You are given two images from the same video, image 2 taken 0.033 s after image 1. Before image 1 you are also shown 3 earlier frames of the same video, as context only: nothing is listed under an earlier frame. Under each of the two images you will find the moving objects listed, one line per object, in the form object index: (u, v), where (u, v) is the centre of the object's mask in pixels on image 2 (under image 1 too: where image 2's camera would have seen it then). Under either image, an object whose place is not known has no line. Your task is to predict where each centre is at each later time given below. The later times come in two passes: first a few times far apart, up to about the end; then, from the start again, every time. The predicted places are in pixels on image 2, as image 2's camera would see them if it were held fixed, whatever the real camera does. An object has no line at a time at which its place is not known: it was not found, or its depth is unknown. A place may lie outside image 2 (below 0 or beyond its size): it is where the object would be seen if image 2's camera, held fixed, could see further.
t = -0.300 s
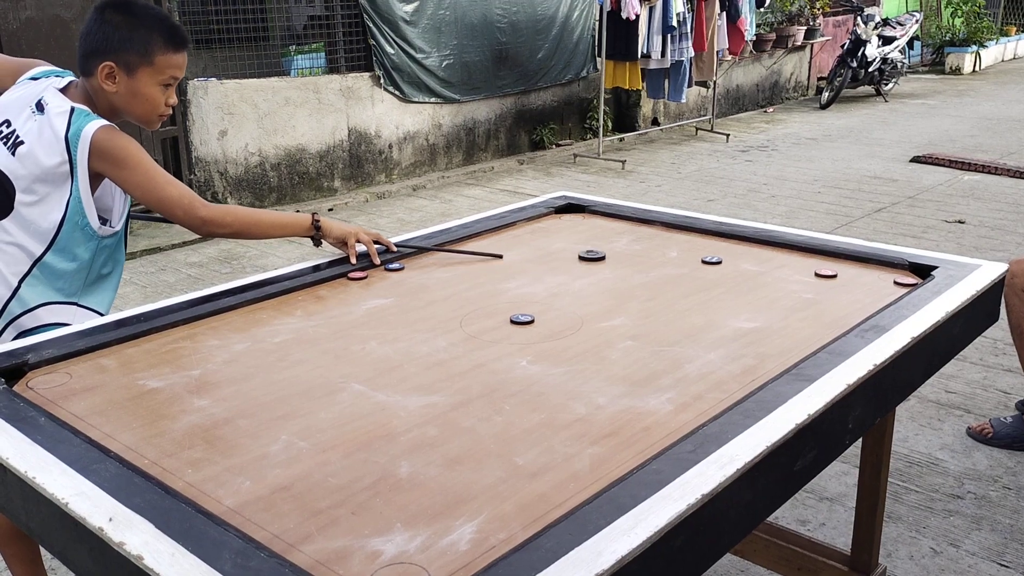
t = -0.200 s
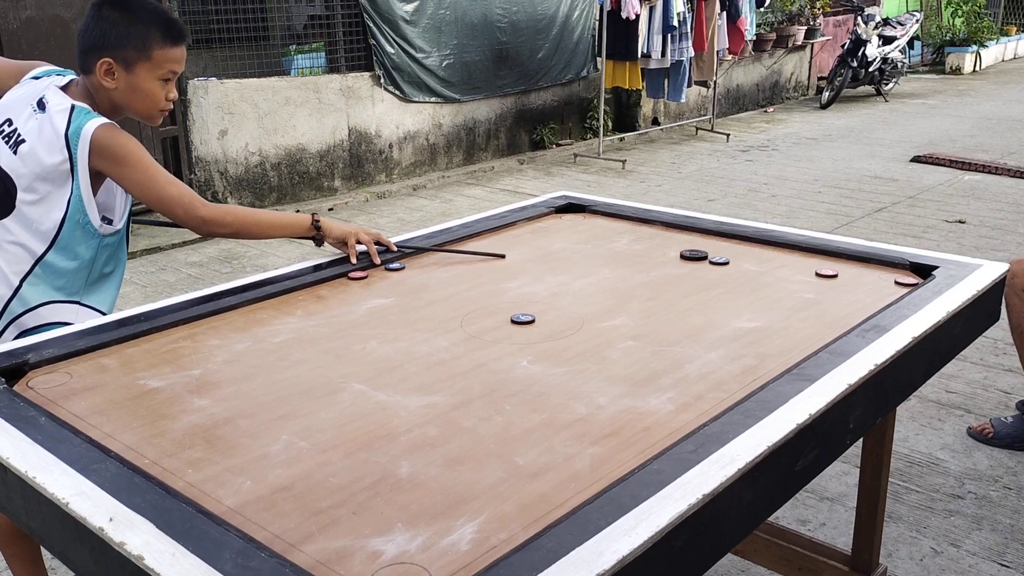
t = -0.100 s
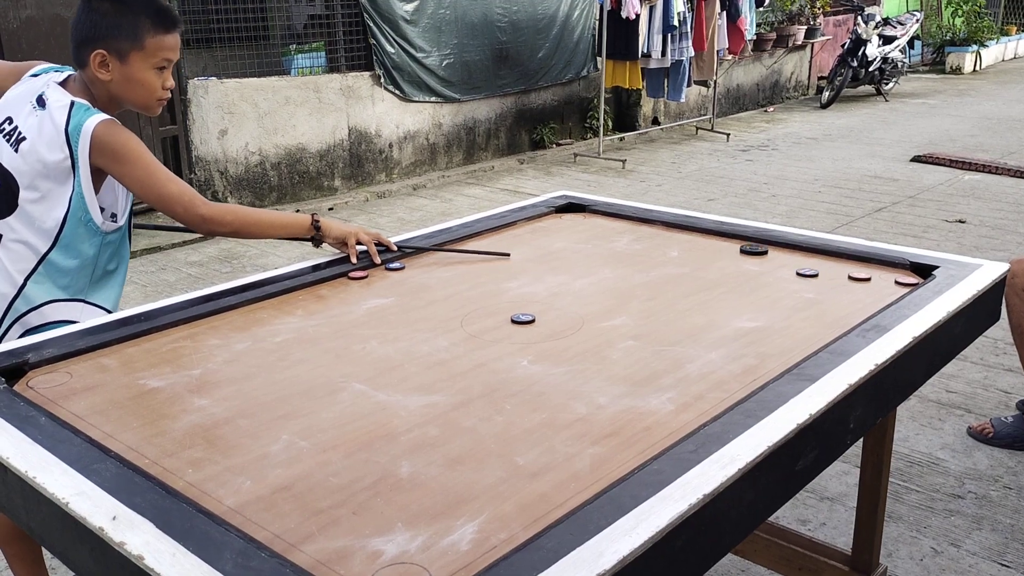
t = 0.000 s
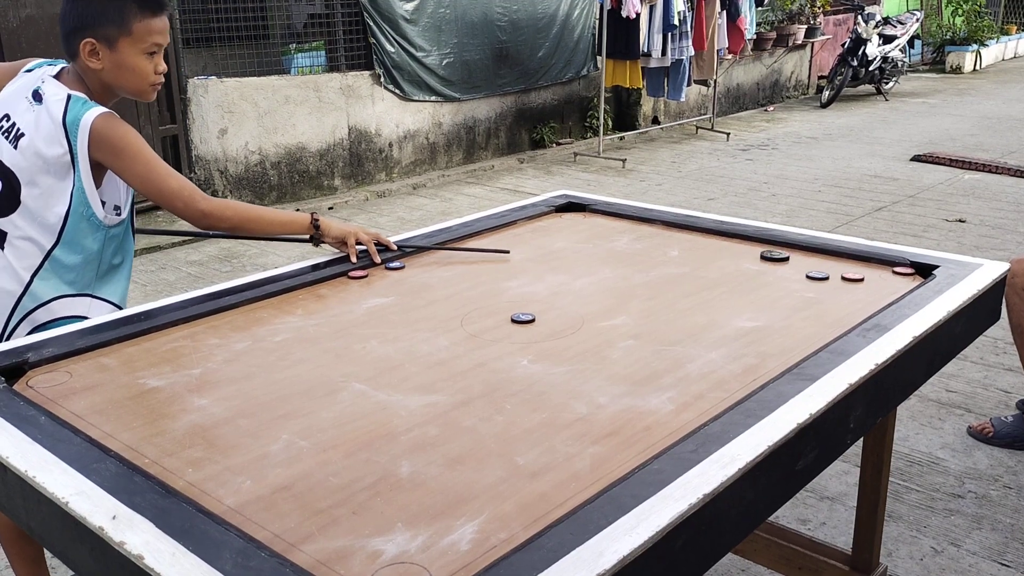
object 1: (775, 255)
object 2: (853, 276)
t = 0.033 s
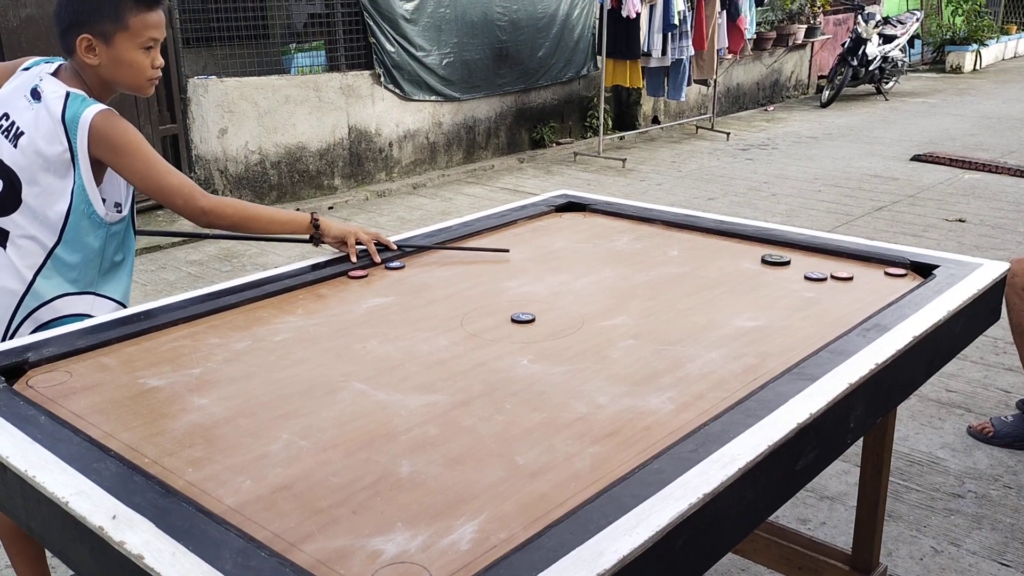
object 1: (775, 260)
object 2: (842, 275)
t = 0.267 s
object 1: (774, 281)
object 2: (835, 268)
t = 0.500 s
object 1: (769, 291)
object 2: (828, 261)
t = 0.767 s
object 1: (767, 293)
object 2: (824, 256)
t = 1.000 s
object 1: (767, 293)
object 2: (824, 256)
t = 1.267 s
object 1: (767, 294)
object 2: (823, 256)
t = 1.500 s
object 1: (767, 294)
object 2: (823, 256)
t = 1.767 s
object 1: (767, 293)
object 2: (824, 256)
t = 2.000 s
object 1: (767, 293)
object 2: (823, 256)
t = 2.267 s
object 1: (766, 293)
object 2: (823, 256)
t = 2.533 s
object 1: (767, 293)
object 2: (823, 256)
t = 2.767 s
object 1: (766, 294)
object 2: (823, 256)
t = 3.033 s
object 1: (767, 294)
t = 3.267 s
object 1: (767, 293)
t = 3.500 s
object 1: (767, 293)
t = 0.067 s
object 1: (776, 264)
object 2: (841, 274)
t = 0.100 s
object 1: (777, 268)
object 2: (840, 273)
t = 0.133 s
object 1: (777, 271)
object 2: (839, 271)
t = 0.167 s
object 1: (777, 274)
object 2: (838, 271)
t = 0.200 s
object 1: (776, 276)
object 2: (837, 269)
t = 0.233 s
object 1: (775, 278)
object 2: (836, 269)
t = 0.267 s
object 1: (774, 281)
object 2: (835, 268)
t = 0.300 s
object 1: (774, 282)
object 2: (833, 267)
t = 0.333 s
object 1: (773, 284)
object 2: (833, 265)
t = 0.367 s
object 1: (772, 286)
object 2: (832, 265)
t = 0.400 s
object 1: (771, 287)
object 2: (831, 264)
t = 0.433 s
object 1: (770, 288)
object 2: (830, 263)
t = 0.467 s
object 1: (770, 290)
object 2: (829, 262)
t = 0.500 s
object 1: (769, 291)
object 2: (828, 261)
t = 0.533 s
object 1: (769, 291)
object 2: (827, 261)
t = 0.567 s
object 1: (768, 292)
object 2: (827, 260)
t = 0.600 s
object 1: (768, 293)
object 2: (826, 259)
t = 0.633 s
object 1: (767, 293)
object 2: (826, 258)
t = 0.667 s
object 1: (767, 293)
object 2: (825, 258)
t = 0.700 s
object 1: (767, 293)
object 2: (825, 257)
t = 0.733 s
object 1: (767, 293)
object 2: (824, 257)
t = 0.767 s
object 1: (767, 293)
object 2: (824, 256)
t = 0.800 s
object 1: (767, 294)
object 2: (824, 256)
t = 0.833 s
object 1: (767, 293)
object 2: (824, 256)
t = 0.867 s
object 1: (767, 293)
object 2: (824, 256)
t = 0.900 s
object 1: (767, 293)
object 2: (823, 256)
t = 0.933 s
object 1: (767, 294)
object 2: (824, 256)
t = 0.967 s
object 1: (767, 294)
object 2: (824, 256)
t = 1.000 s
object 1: (767, 293)
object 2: (824, 256)
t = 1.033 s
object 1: (767, 294)
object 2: (824, 256)
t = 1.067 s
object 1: (767, 294)
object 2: (823, 256)
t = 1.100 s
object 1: (767, 293)
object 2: (823, 256)
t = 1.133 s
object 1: (767, 293)
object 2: (823, 256)
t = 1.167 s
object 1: (767, 294)
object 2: (823, 256)
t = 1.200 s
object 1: (767, 294)
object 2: (824, 256)
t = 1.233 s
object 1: (767, 294)
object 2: (823, 256)
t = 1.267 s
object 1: (767, 294)
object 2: (823, 256)
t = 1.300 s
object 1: (767, 294)
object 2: (823, 256)
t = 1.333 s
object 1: (767, 294)
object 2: (823, 256)
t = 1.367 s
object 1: (767, 293)
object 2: (824, 256)
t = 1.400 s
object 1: (767, 293)
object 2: (823, 256)
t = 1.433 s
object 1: (767, 293)
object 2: (823, 256)
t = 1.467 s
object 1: (767, 293)
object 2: (823, 256)
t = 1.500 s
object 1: (767, 294)
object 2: (823, 256)
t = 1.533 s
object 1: (767, 293)
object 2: (823, 256)
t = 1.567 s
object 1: (767, 293)
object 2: (824, 256)
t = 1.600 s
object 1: (766, 293)
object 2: (823, 256)
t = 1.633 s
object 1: (767, 293)
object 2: (823, 256)
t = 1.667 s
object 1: (767, 293)
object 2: (823, 256)
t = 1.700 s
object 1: (767, 293)
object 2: (823, 256)
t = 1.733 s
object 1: (767, 293)
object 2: (824, 256)
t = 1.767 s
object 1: (767, 293)
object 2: (824, 256)
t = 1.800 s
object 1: (767, 293)
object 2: (823, 256)
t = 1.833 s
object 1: (767, 293)
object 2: (823, 256)
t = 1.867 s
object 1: (767, 293)
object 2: (824, 256)
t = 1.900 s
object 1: (767, 293)
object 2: (824, 256)
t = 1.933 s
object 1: (767, 293)
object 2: (823, 256)
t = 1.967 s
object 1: (767, 293)
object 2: (824, 256)
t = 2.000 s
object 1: (767, 293)
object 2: (823, 256)
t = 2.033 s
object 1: (767, 293)
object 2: (823, 256)
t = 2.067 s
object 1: (767, 293)
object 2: (823, 256)
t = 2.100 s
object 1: (766, 293)
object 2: (823, 256)
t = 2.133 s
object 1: (767, 293)
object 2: (823, 256)
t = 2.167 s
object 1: (766, 293)
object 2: (823, 256)
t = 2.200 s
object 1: (767, 293)
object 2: (823, 256)
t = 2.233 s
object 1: (767, 293)
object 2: (823, 256)
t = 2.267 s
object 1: (766, 293)
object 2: (823, 256)
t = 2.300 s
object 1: (766, 293)
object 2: (823, 256)
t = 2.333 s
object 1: (766, 293)
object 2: (823, 256)
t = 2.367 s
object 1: (766, 293)
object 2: (823, 256)
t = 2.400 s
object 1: (766, 293)
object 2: (823, 256)
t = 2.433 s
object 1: (767, 293)
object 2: (823, 256)
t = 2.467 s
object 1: (767, 293)
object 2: (823, 256)
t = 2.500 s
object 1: (766, 293)
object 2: (823, 256)
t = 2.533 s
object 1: (767, 293)
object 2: (823, 256)
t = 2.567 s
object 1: (767, 294)
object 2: (823, 256)
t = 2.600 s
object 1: (766, 294)
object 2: (823, 256)
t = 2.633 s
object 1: (766, 294)
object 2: (823, 256)
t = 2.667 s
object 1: (766, 294)
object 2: (823, 256)
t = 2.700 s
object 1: (766, 294)
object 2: (823, 256)
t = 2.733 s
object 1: (766, 294)
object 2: (823, 256)
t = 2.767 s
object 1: (766, 294)
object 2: (823, 256)
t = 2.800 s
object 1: (767, 294)
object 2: (823, 256)
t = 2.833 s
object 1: (766, 294)
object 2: (823, 256)
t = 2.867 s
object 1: (766, 293)
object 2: (823, 256)
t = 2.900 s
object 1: (766, 294)
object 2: (823, 256)
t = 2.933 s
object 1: (767, 294)
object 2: (823, 256)
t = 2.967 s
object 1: (767, 294)
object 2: (823, 256)
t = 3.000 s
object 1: (767, 294)
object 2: (823, 256)
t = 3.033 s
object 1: (767, 294)
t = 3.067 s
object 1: (767, 293)
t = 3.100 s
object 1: (767, 293)
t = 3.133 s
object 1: (767, 293)
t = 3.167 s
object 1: (767, 293)
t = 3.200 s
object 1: (767, 293)
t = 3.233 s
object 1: (767, 293)
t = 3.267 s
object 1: (767, 293)
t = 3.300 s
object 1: (767, 293)
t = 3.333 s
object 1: (767, 293)
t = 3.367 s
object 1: (767, 293)
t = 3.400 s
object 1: (767, 293)
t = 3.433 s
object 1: (767, 293)
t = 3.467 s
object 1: (767, 294)
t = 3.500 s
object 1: (767, 293)
